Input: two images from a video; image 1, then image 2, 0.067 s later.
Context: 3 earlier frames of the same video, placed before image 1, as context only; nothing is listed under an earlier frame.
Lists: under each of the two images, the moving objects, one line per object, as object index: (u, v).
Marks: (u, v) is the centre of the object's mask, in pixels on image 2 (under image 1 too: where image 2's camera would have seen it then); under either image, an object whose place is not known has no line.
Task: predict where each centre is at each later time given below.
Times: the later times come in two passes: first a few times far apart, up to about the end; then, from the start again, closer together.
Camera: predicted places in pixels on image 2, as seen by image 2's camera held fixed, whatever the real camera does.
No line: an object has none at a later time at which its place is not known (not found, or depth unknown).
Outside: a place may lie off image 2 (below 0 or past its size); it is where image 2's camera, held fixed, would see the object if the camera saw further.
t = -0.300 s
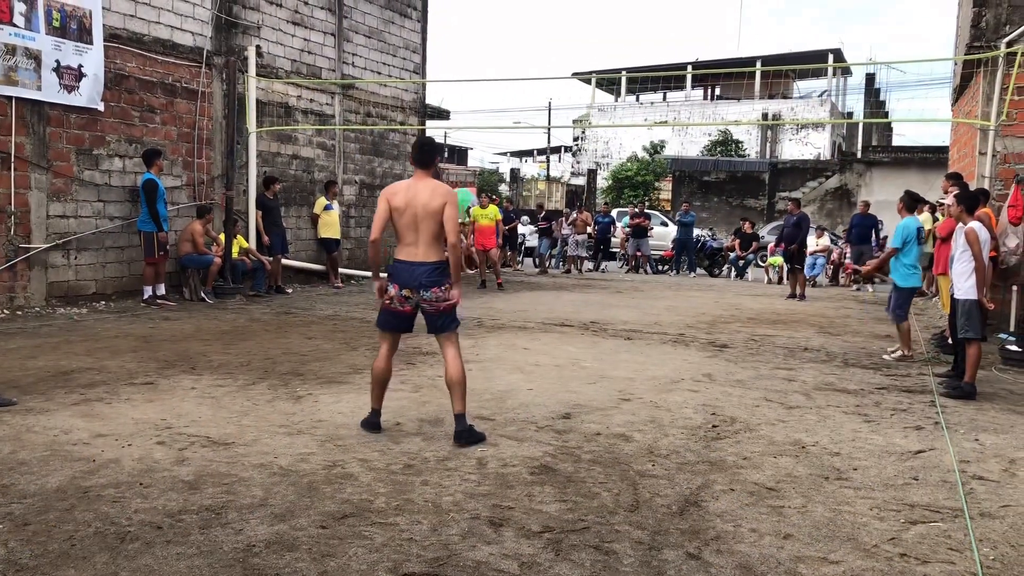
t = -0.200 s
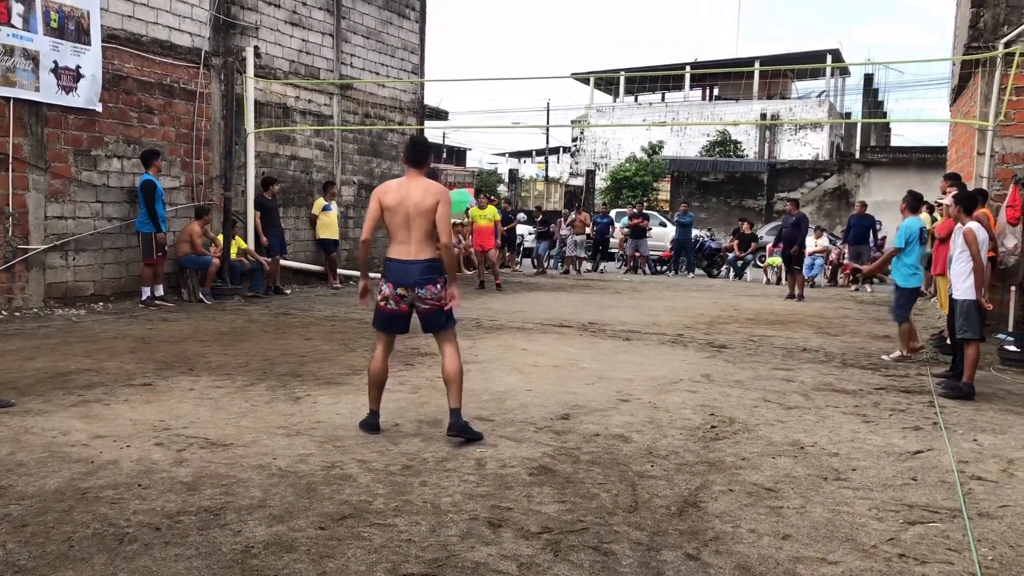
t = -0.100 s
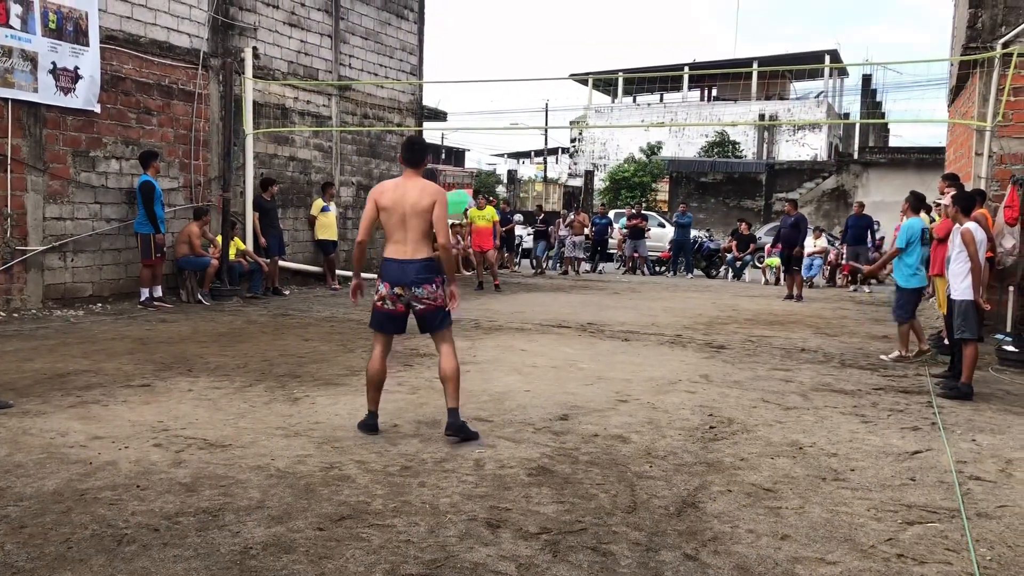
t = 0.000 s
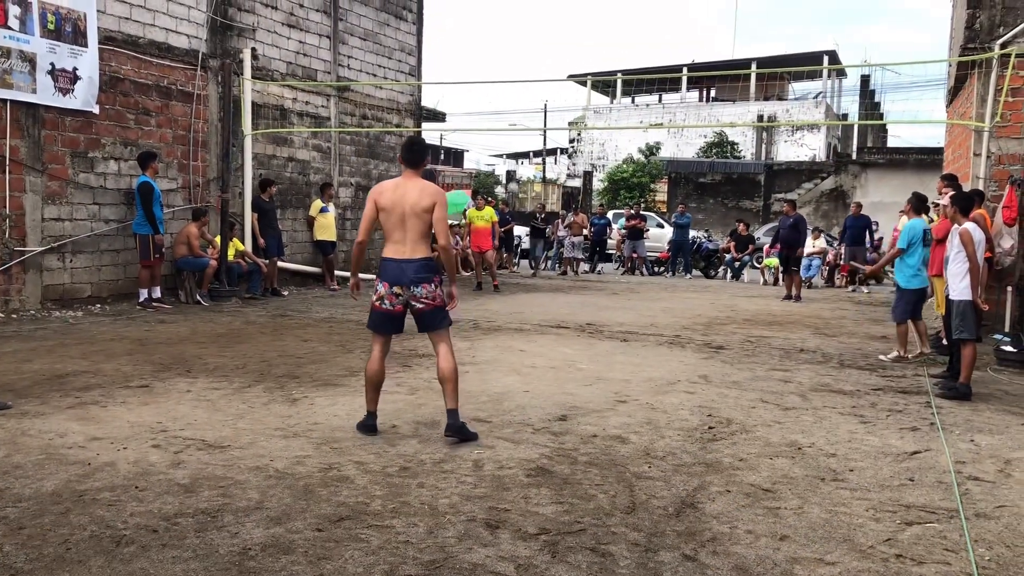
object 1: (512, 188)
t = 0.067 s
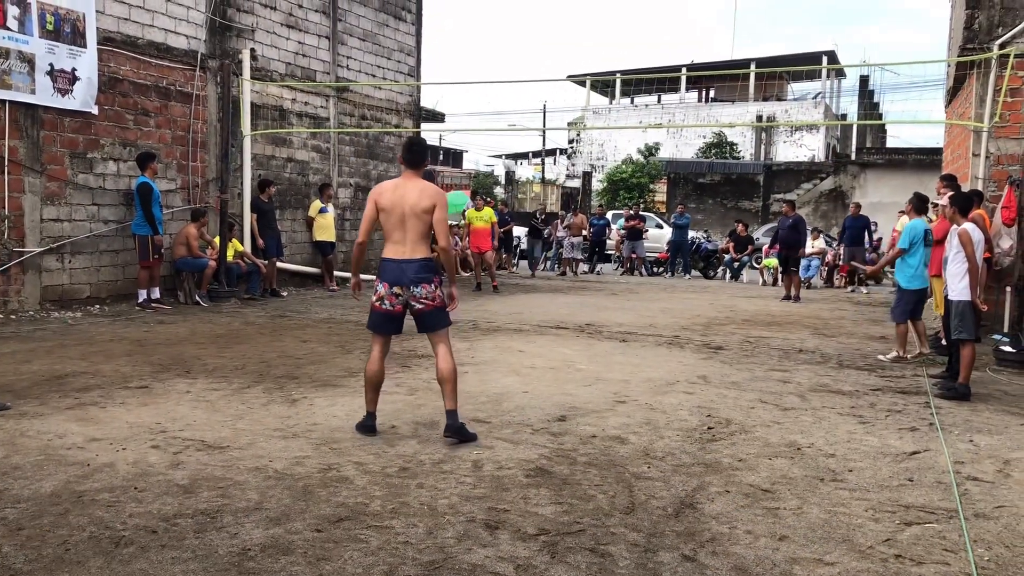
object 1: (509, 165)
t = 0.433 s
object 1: (478, 57)
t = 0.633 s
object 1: (451, 17)
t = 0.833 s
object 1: (412, 2)
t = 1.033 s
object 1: (358, 25)
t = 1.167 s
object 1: (309, 76)
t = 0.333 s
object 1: (488, 83)
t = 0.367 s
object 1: (485, 74)
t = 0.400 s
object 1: (482, 65)
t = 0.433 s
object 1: (478, 57)
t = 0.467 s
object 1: (474, 49)
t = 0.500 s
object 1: (470, 41)
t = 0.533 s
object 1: (466, 34)
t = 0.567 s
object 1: (461, 28)
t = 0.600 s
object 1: (456, 23)
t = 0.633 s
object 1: (451, 17)
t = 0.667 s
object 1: (445, 13)
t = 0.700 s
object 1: (439, 9)
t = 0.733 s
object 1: (433, 6)
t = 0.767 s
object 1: (426, 4)
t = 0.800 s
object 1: (419, 1)
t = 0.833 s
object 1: (412, 2)
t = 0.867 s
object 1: (404, 3)
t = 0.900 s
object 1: (397, 4)
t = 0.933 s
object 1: (388, 7)
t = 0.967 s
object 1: (379, 11)
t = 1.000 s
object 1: (369, 18)
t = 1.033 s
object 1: (358, 25)
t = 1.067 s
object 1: (348, 35)
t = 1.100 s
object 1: (336, 47)
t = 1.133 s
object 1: (323, 61)
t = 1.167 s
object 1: (309, 76)
